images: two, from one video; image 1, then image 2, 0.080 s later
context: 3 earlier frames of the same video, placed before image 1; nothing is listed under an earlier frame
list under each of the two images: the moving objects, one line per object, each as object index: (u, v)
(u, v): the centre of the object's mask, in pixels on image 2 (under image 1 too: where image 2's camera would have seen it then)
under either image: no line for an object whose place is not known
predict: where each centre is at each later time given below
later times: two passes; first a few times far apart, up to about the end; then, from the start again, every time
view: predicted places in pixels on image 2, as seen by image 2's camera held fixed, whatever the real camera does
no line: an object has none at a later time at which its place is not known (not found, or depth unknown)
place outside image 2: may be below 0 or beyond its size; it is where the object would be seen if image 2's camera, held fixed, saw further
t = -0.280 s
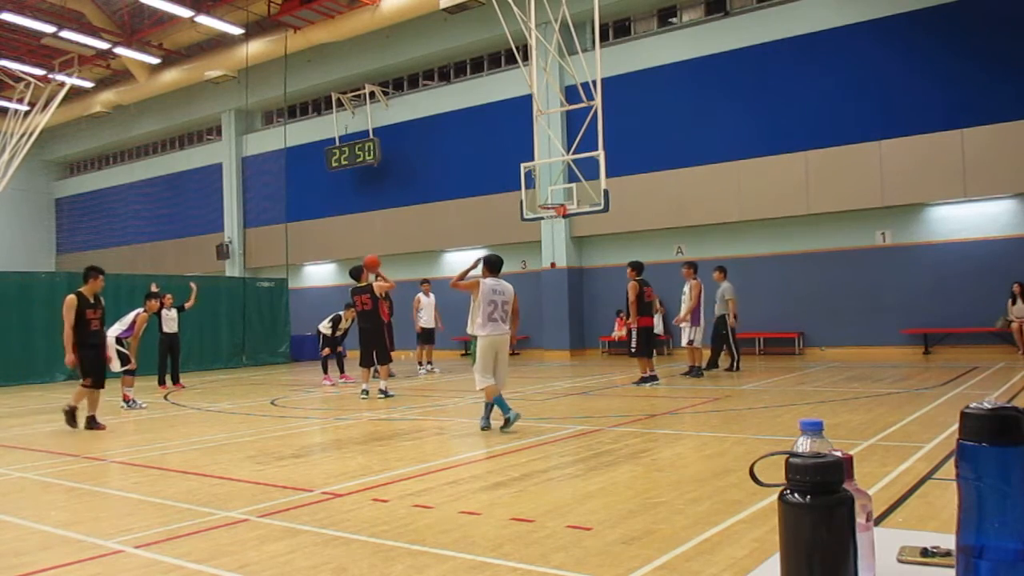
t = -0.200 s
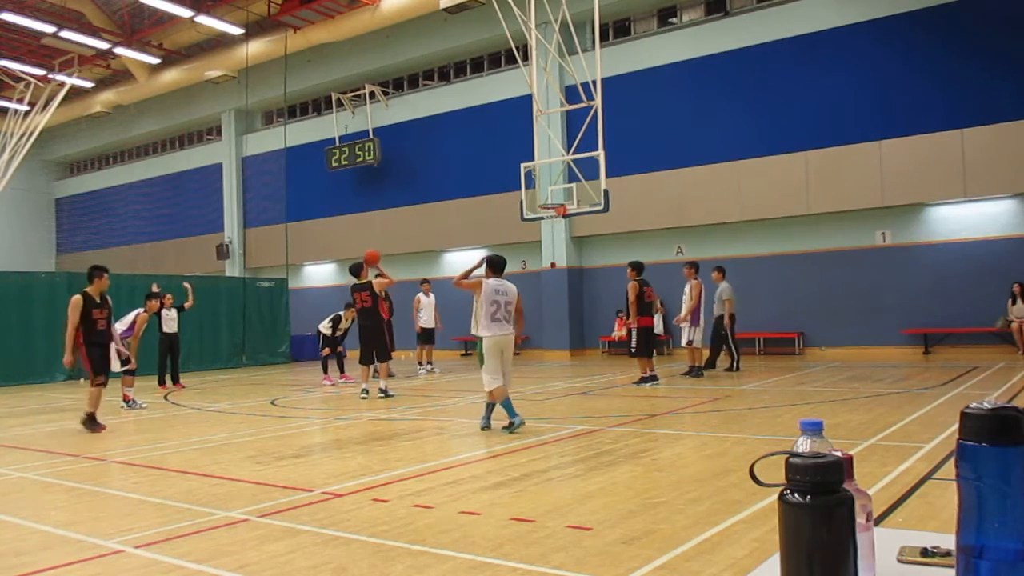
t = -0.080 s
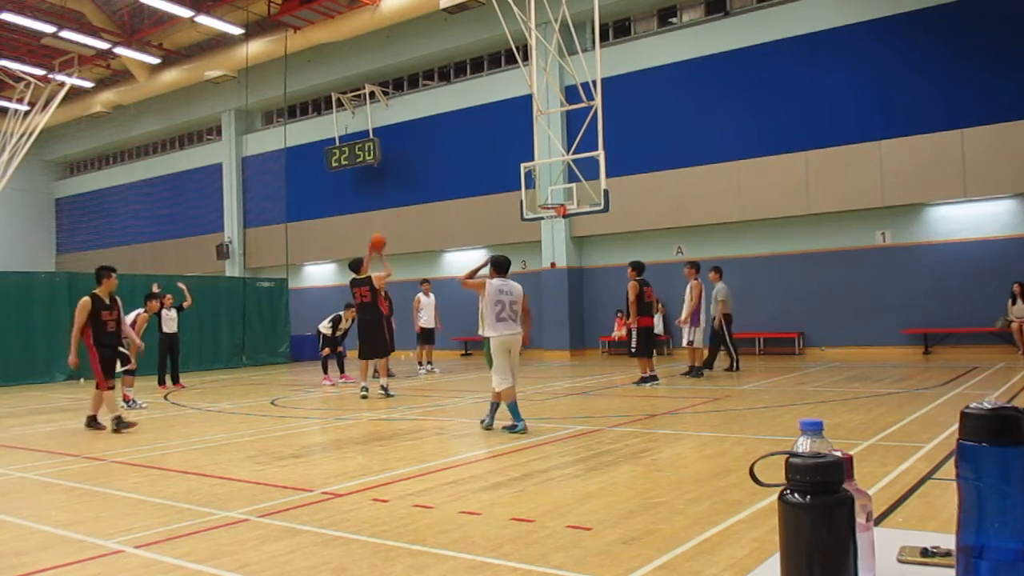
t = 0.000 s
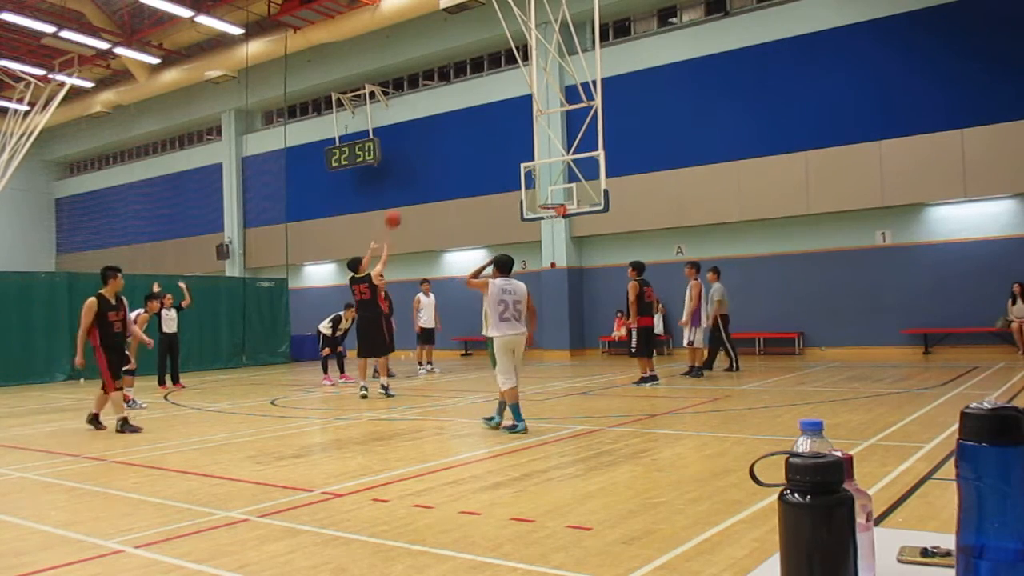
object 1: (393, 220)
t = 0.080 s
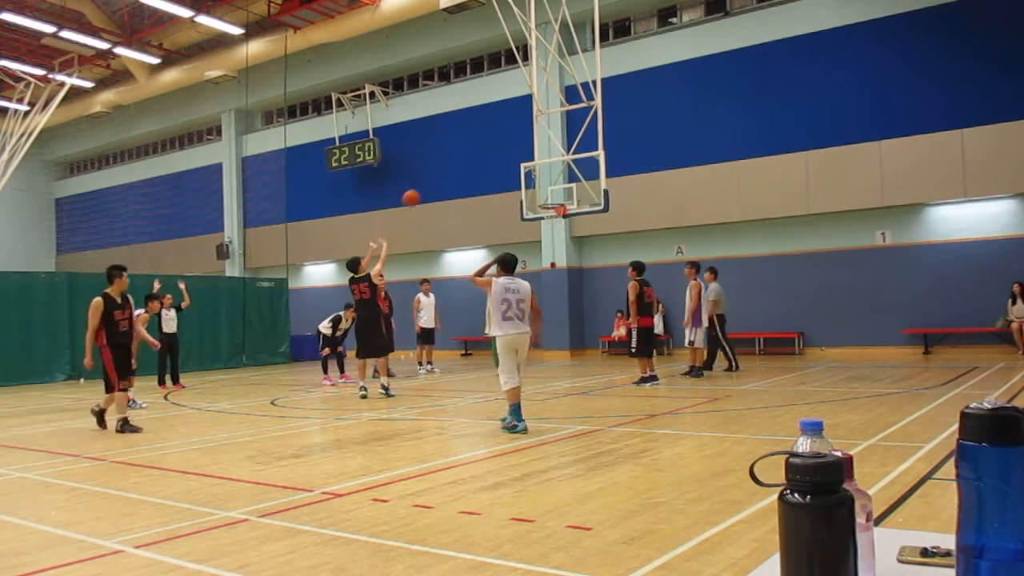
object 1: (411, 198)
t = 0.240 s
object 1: (445, 171)
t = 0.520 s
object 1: (498, 163)
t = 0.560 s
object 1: (505, 166)
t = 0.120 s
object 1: (420, 190)
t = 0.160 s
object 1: (428, 182)
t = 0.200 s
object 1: (437, 176)
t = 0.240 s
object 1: (445, 171)
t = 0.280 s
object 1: (453, 167)
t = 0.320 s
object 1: (461, 164)
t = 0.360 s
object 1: (469, 162)
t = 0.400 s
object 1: (476, 161)
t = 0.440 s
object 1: (483, 161)
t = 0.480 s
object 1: (491, 162)
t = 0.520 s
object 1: (498, 163)
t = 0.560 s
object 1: (505, 166)
